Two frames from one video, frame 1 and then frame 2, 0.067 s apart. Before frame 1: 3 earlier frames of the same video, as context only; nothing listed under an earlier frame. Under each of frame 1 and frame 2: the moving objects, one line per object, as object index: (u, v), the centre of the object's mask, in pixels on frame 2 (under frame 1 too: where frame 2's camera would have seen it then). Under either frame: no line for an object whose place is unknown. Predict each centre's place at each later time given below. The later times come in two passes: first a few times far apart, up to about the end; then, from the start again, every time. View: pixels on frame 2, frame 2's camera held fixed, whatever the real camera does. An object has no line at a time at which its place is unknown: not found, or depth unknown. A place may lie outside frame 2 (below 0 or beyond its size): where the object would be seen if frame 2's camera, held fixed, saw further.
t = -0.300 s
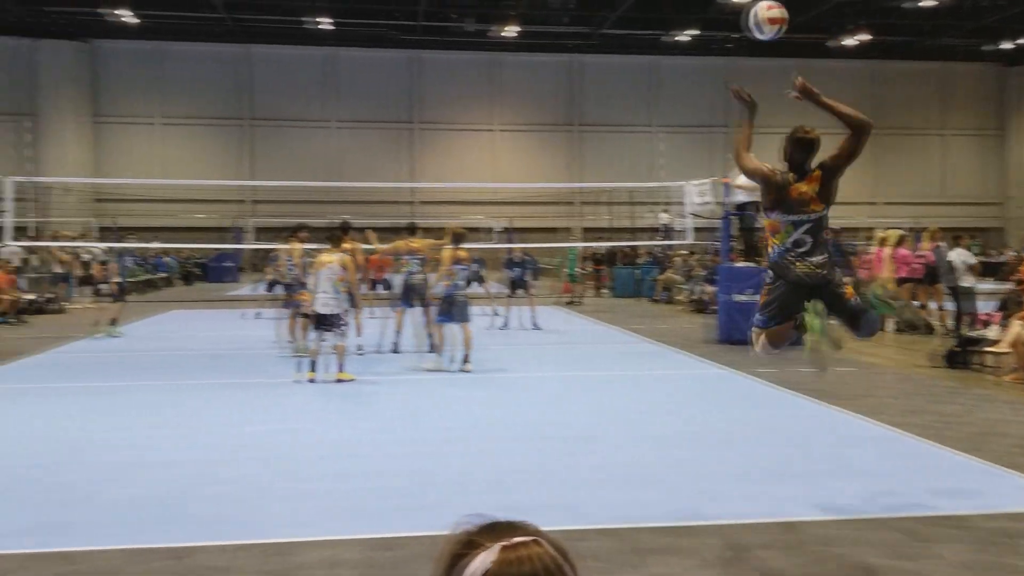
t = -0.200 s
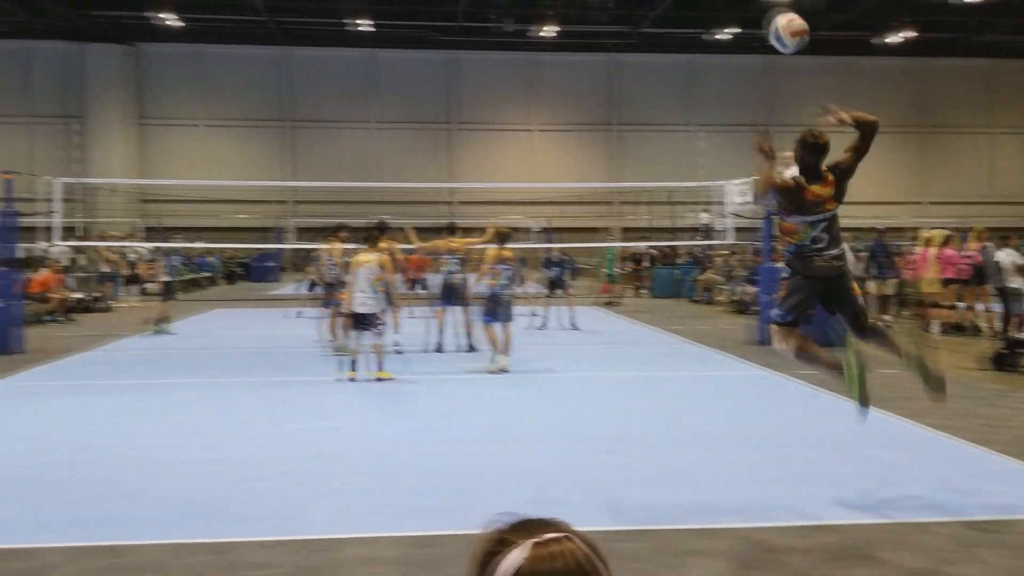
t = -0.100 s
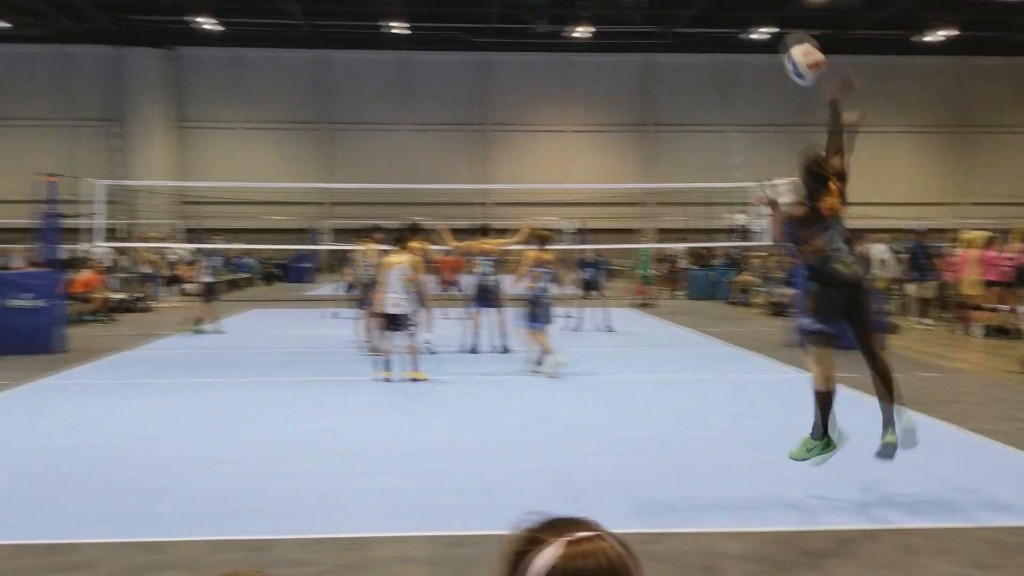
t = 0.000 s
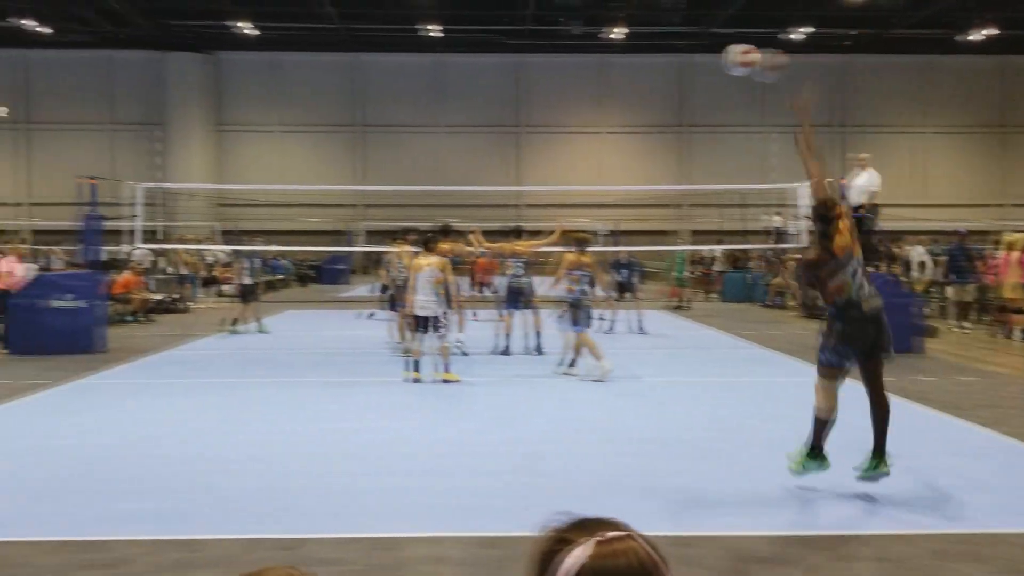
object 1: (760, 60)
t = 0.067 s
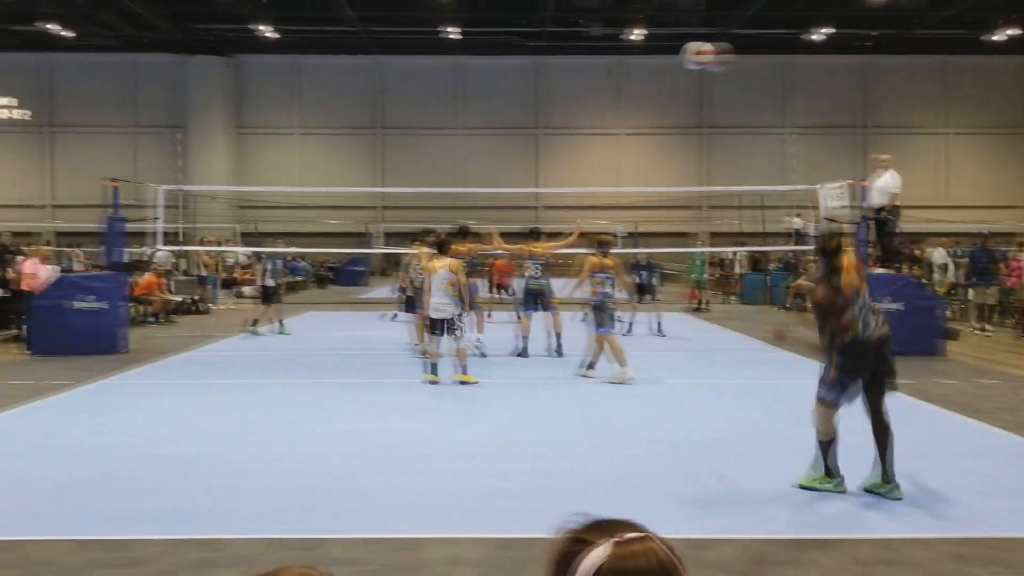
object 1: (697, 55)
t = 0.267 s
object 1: (578, 66)
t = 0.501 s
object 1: (494, 105)
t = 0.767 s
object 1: (441, 161)
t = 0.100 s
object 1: (672, 55)
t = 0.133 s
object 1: (649, 55)
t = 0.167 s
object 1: (628, 57)
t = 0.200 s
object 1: (610, 59)
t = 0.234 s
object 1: (593, 63)
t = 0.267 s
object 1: (578, 66)
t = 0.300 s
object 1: (564, 70)
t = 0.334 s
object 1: (550, 75)
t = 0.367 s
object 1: (538, 80)
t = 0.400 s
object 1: (526, 86)
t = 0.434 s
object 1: (515, 93)
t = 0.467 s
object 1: (506, 98)
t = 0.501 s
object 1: (494, 105)
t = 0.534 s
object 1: (485, 112)
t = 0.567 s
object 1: (477, 119)
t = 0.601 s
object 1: (470, 126)
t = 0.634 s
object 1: (463, 133)
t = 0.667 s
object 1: (458, 138)
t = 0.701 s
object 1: (451, 145)
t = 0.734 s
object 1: (446, 153)
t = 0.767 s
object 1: (441, 161)
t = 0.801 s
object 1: (437, 168)
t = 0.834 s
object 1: (432, 176)
